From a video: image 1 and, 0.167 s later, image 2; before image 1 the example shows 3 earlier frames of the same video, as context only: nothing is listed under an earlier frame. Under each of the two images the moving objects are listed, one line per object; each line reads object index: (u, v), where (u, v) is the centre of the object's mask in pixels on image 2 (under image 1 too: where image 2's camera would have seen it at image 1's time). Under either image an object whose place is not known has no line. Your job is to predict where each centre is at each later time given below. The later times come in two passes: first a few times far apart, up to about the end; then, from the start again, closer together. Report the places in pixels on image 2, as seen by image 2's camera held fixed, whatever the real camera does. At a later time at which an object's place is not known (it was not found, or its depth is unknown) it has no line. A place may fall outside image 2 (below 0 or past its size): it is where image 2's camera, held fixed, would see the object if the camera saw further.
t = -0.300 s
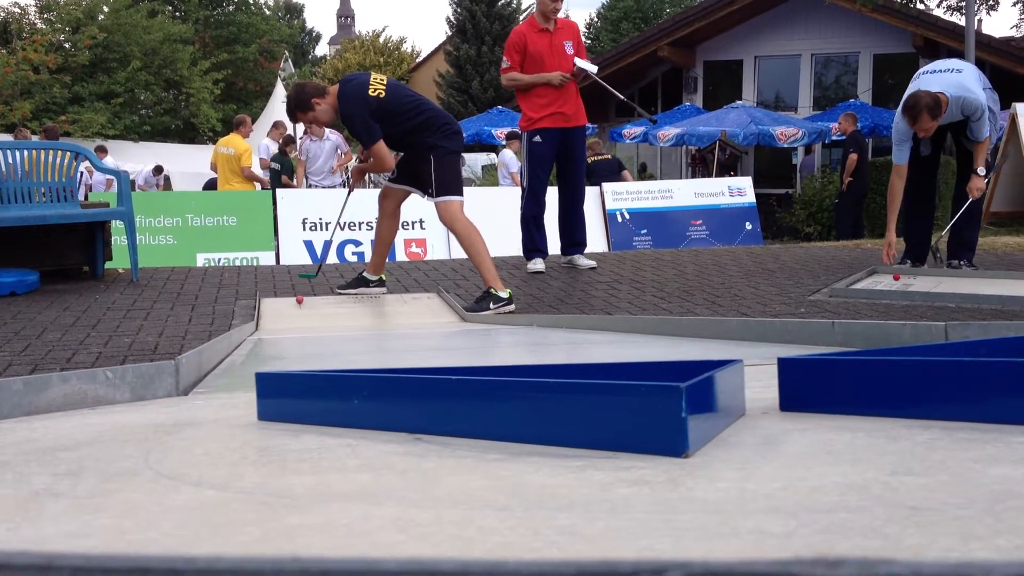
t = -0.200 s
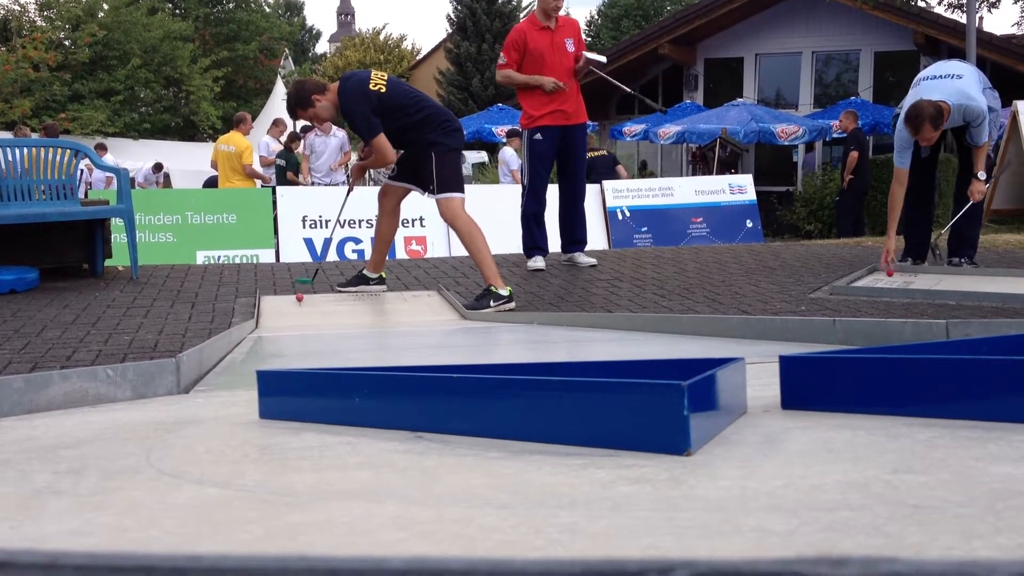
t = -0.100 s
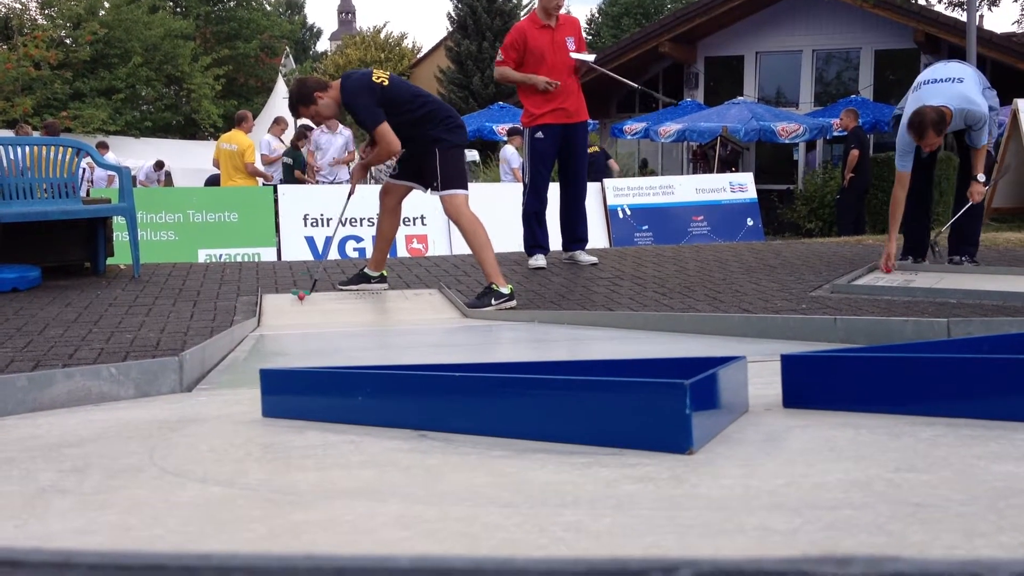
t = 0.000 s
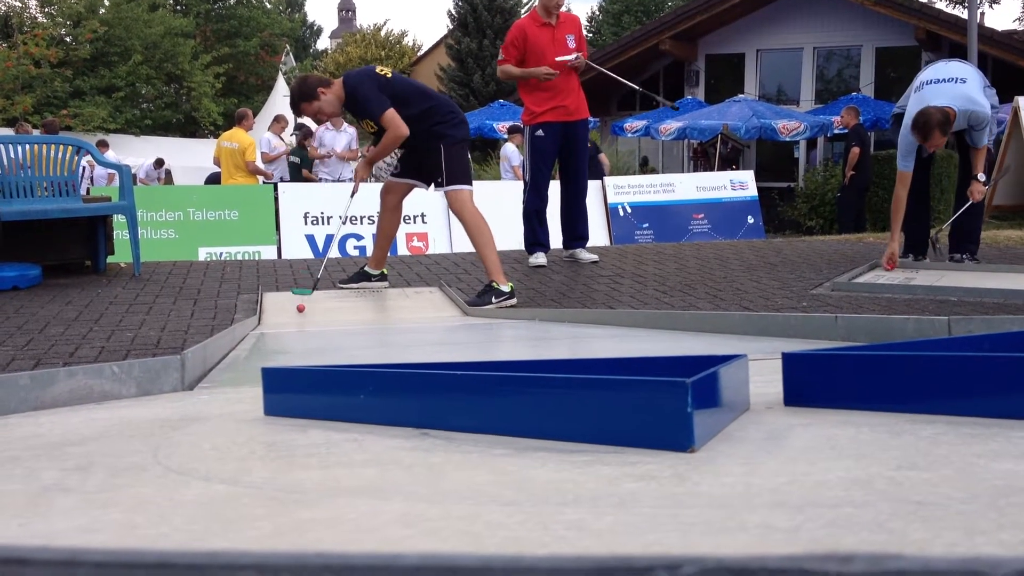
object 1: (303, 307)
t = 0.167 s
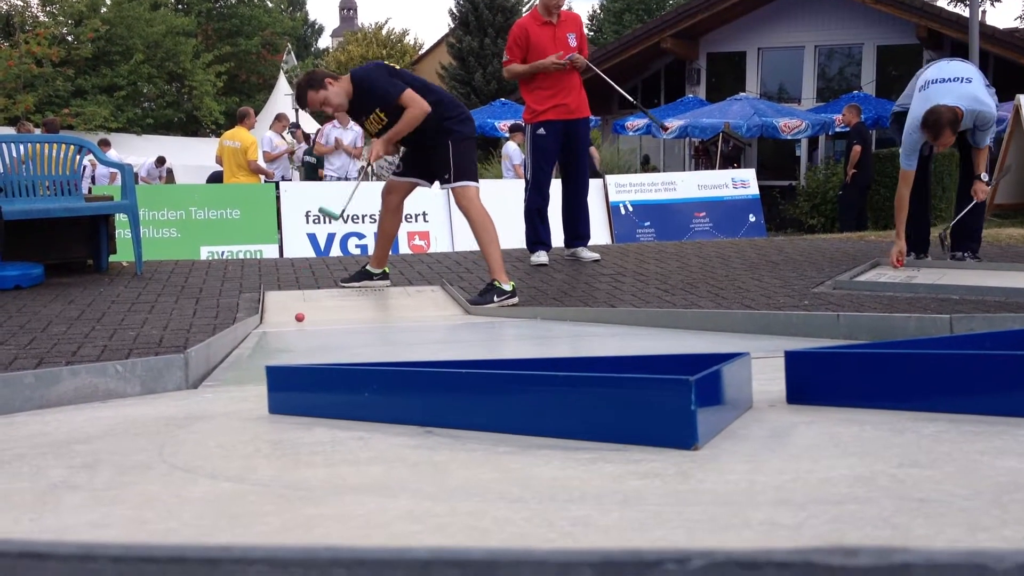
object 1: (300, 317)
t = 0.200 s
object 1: (299, 317)
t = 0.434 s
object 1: (294, 322)
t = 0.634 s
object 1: (288, 325)
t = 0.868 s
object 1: (277, 333)
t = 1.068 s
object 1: (261, 342)
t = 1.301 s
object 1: (227, 357)
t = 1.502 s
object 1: (216, 376)
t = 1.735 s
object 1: (206, 409)
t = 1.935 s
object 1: (190, 448)
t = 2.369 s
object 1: (442, 503)
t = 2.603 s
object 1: (752, 471)
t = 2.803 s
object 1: (865, 422)
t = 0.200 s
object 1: (299, 317)
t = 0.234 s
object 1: (298, 317)
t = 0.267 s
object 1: (297, 319)
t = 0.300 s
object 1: (297, 319)
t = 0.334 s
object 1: (296, 319)
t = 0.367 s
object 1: (295, 321)
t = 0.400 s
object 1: (294, 320)
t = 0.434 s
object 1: (294, 322)
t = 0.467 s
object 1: (293, 321)
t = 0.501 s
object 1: (292, 322)
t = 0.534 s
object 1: (291, 322)
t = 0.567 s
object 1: (290, 323)
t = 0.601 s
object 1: (289, 324)
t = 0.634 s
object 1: (288, 325)
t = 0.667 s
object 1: (286, 325)
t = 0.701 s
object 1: (285, 327)
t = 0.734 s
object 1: (283, 328)
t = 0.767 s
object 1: (282, 329)
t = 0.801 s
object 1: (280, 330)
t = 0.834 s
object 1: (279, 331)
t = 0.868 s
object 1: (277, 333)
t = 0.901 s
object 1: (275, 334)
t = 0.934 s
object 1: (273, 336)
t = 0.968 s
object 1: (270, 337)
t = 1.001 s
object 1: (267, 339)
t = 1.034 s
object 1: (264, 340)
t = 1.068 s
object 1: (261, 342)
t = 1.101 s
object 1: (257, 344)
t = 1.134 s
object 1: (253, 345)
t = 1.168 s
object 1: (249, 347)
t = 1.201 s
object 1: (245, 349)
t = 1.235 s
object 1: (239, 352)
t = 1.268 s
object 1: (234, 354)
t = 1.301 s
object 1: (227, 357)
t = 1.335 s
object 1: (222, 359)
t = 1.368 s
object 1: (221, 362)
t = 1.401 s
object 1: (220, 364)
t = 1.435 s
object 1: (219, 367)
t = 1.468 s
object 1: (218, 371)
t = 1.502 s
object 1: (216, 376)
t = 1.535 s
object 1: (215, 380)
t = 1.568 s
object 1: (214, 384)
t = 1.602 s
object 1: (212, 389)
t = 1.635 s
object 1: (211, 393)
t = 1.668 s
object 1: (210, 398)
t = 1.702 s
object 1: (208, 403)
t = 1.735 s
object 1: (206, 409)
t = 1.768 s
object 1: (204, 414)
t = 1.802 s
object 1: (202, 420)
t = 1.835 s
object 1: (199, 427)
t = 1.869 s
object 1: (196, 433)
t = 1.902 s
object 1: (194, 441)
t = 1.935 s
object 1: (190, 448)
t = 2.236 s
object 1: (135, 519)
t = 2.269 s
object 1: (226, 512)
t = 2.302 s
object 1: (307, 510)
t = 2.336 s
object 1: (379, 509)
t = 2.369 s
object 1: (442, 503)
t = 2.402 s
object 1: (501, 500)
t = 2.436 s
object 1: (555, 497)
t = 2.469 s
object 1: (603, 493)
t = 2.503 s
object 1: (647, 488)
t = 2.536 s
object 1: (687, 484)
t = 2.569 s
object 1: (722, 478)
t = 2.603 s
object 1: (752, 471)
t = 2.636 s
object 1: (779, 462)
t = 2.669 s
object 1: (802, 454)
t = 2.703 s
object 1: (822, 445)
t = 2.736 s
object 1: (839, 437)
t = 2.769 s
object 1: (853, 430)
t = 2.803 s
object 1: (865, 422)
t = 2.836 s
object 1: (874, 416)
